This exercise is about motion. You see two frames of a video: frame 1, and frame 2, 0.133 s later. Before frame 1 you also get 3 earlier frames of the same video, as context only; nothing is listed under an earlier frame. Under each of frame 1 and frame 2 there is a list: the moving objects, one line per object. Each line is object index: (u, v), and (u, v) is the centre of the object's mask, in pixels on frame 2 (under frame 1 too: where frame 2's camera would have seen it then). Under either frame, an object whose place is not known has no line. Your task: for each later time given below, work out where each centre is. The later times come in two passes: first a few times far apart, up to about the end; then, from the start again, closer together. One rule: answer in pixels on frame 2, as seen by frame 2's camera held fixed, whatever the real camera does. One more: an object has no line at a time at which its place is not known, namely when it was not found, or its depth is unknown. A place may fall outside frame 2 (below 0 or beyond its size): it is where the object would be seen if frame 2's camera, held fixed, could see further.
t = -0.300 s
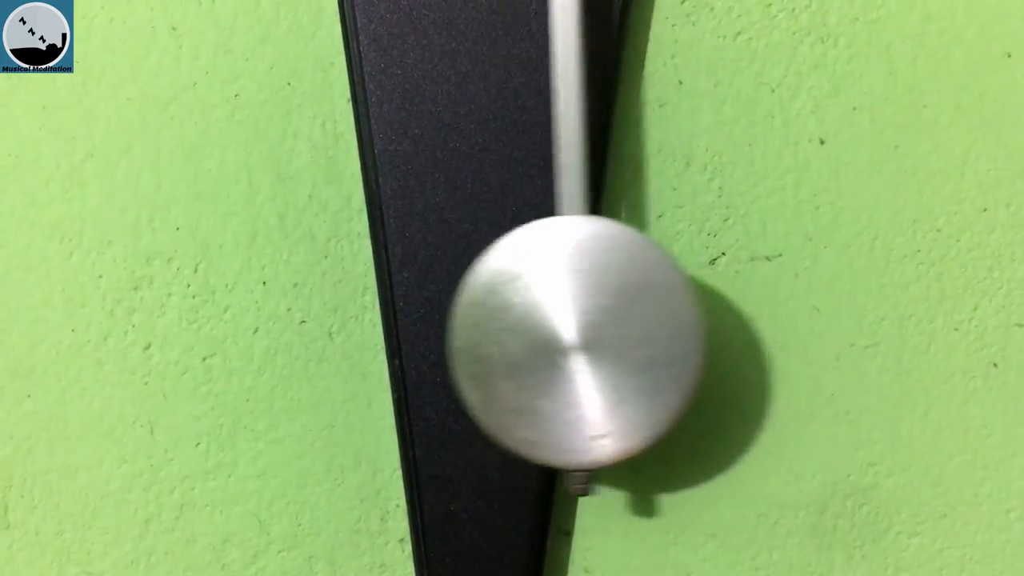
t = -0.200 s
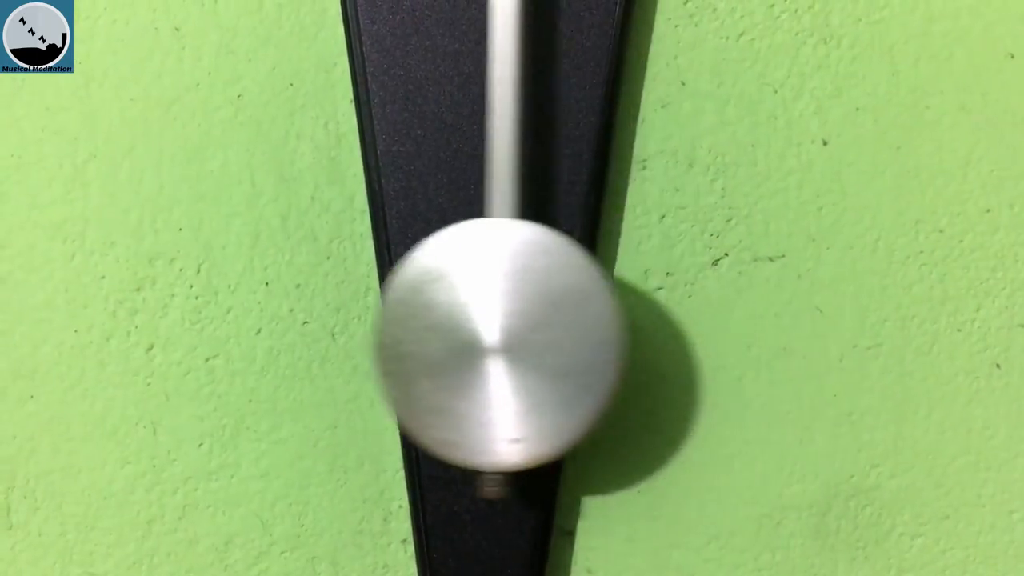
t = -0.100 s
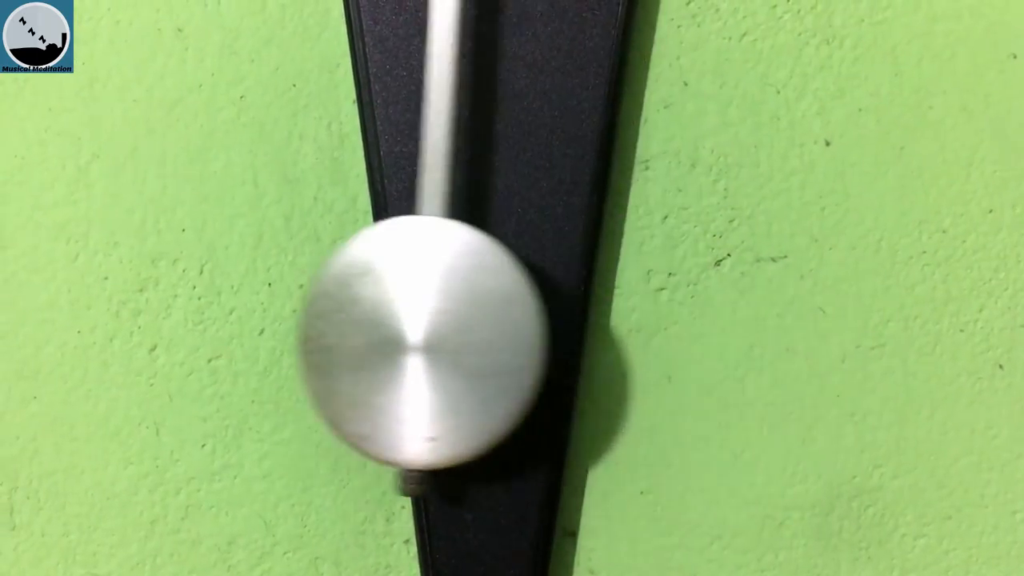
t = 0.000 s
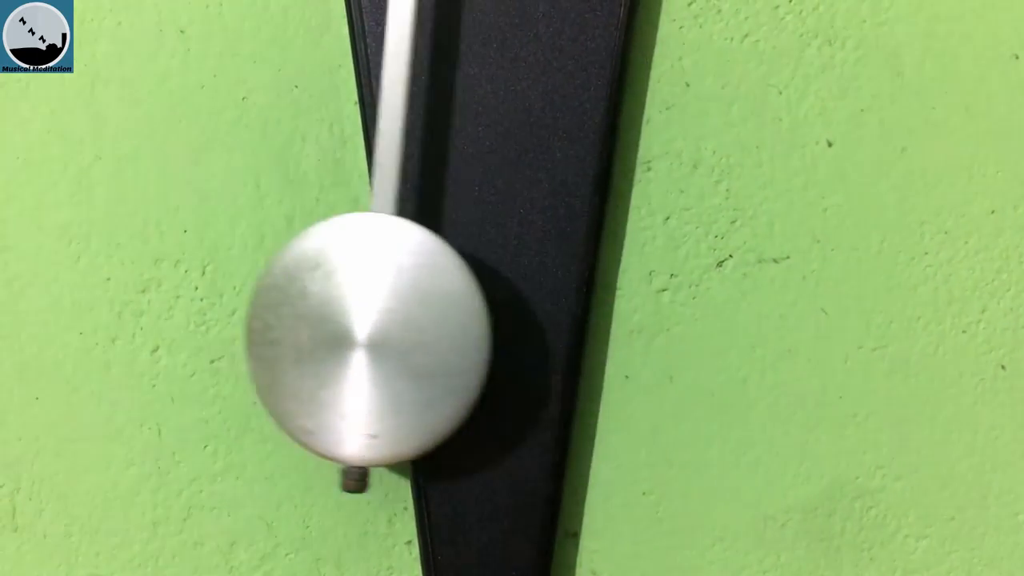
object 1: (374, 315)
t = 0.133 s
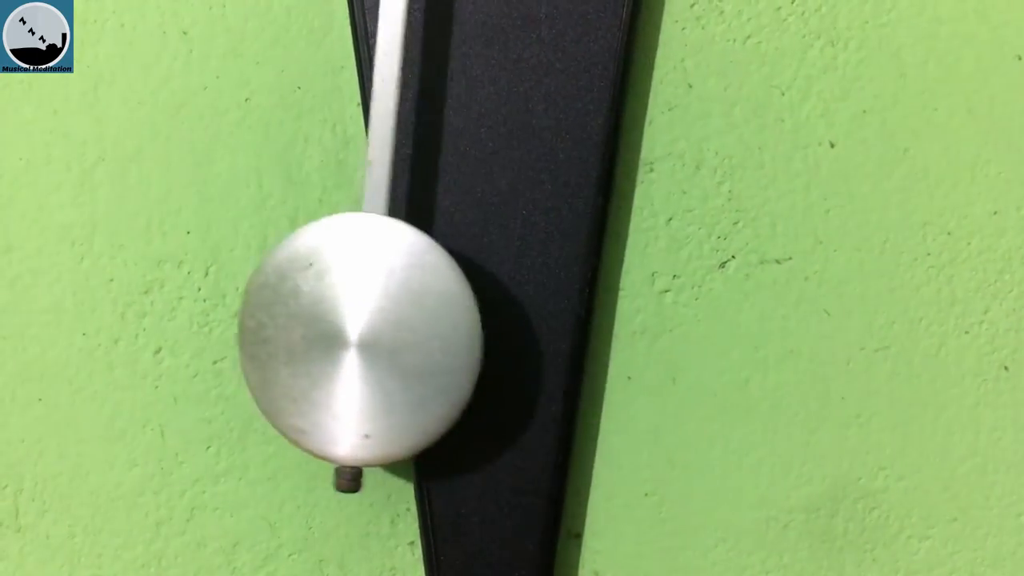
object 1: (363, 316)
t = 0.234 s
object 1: (405, 316)
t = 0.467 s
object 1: (581, 316)
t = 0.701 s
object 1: (665, 317)
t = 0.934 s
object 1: (537, 316)
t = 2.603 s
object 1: (416, 316)
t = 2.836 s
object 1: (589, 316)
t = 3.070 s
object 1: (657, 317)
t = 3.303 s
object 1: (523, 318)
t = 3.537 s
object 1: (379, 317)
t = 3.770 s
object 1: (423, 315)
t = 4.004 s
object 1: (590, 318)
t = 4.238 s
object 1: (656, 321)
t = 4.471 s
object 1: (523, 319)
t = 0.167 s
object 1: (372, 316)
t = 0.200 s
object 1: (387, 316)
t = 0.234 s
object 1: (405, 316)
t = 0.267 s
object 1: (427, 314)
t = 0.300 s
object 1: (451, 315)
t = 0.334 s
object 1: (476, 316)
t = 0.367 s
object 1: (503, 316)
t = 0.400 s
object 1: (528, 317)
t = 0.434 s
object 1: (556, 317)
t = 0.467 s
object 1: (581, 316)
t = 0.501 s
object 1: (604, 317)
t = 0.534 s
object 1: (625, 317)
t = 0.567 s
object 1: (642, 317)
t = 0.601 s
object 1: (655, 317)
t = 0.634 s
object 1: (663, 317)
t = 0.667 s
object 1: (667, 317)
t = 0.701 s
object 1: (665, 317)
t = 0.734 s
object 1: (658, 317)
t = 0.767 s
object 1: (646, 316)
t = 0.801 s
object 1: (630, 316)
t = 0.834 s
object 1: (610, 316)
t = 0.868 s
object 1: (587, 316)
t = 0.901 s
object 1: (563, 317)
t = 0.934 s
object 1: (537, 316)
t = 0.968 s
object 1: (512, 315)
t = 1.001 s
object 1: (487, 315)
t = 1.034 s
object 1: (462, 314)
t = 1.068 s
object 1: (438, 313)
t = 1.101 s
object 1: (416, 312)
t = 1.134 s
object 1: (397, 313)
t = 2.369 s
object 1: (369, 315)
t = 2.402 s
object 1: (361, 316)
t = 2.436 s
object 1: (359, 316)
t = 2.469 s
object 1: (360, 316)
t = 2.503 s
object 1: (368, 315)
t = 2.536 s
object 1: (380, 316)
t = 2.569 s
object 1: (396, 316)
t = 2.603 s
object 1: (416, 316)
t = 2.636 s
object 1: (439, 315)
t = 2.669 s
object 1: (463, 315)
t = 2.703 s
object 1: (490, 315)
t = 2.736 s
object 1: (515, 315)
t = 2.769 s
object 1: (541, 316)
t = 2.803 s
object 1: (566, 315)
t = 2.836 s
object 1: (589, 316)
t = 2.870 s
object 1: (611, 316)
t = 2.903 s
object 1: (629, 316)
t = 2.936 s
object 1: (644, 316)
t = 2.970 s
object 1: (655, 316)
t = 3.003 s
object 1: (661, 316)
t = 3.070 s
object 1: (657, 317)
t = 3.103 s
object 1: (648, 317)
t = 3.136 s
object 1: (635, 318)
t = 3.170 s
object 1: (618, 318)
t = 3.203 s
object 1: (597, 318)
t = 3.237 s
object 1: (574, 318)
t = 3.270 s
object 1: (549, 317)
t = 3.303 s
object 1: (523, 318)
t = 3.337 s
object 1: (499, 318)
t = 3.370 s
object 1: (474, 318)
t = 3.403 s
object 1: (450, 318)
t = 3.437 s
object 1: (427, 317)
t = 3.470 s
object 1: (406, 317)
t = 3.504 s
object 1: (391, 317)
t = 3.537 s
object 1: (379, 317)
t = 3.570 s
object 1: (371, 317)
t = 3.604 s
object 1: (369, 317)
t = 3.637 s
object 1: (371, 316)
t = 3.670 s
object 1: (378, 316)
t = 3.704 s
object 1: (389, 315)
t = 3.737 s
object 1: (405, 315)
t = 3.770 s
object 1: (423, 315)
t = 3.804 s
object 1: (444, 317)
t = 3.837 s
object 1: (468, 318)
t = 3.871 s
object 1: (492, 318)
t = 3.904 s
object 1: (517, 319)
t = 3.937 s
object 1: (542, 320)
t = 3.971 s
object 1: (567, 319)
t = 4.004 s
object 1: (590, 318)
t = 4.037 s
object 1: (611, 320)
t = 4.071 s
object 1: (629, 320)
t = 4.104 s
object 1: (643, 321)
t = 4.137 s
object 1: (654, 321)
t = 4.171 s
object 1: (659, 320)
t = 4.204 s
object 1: (660, 321)
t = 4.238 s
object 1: (656, 321)
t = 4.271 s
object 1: (647, 321)
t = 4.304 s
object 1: (633, 321)
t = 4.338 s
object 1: (616, 320)
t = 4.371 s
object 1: (596, 320)
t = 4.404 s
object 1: (573, 320)
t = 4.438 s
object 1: (548, 320)
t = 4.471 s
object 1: (523, 319)
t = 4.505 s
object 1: (499, 318)
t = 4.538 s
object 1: (474, 319)
